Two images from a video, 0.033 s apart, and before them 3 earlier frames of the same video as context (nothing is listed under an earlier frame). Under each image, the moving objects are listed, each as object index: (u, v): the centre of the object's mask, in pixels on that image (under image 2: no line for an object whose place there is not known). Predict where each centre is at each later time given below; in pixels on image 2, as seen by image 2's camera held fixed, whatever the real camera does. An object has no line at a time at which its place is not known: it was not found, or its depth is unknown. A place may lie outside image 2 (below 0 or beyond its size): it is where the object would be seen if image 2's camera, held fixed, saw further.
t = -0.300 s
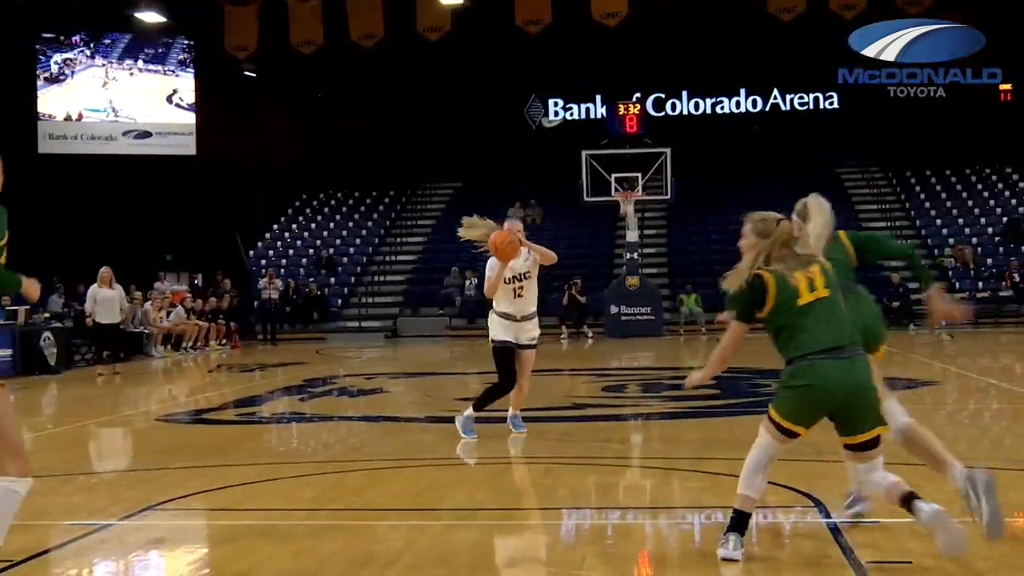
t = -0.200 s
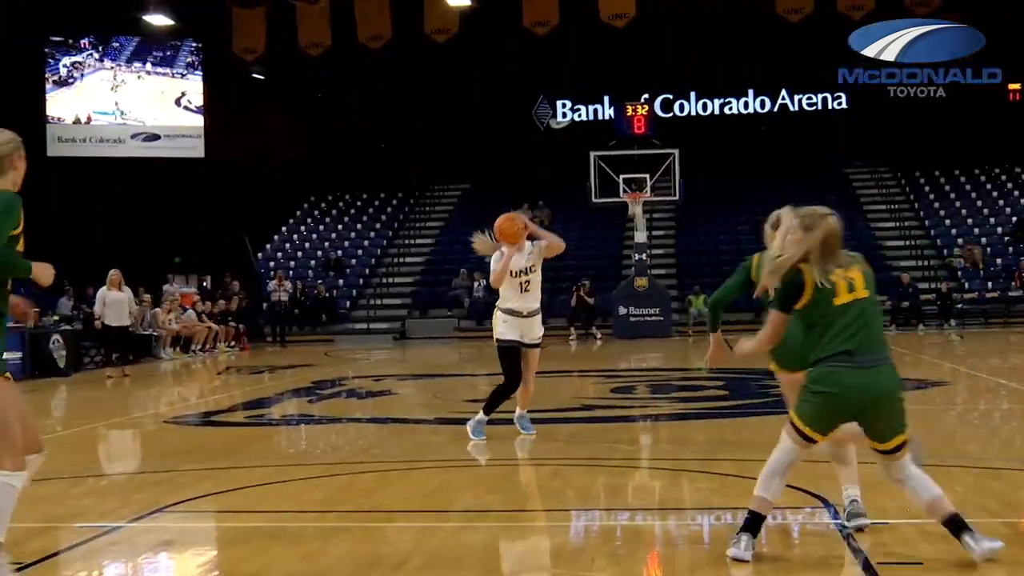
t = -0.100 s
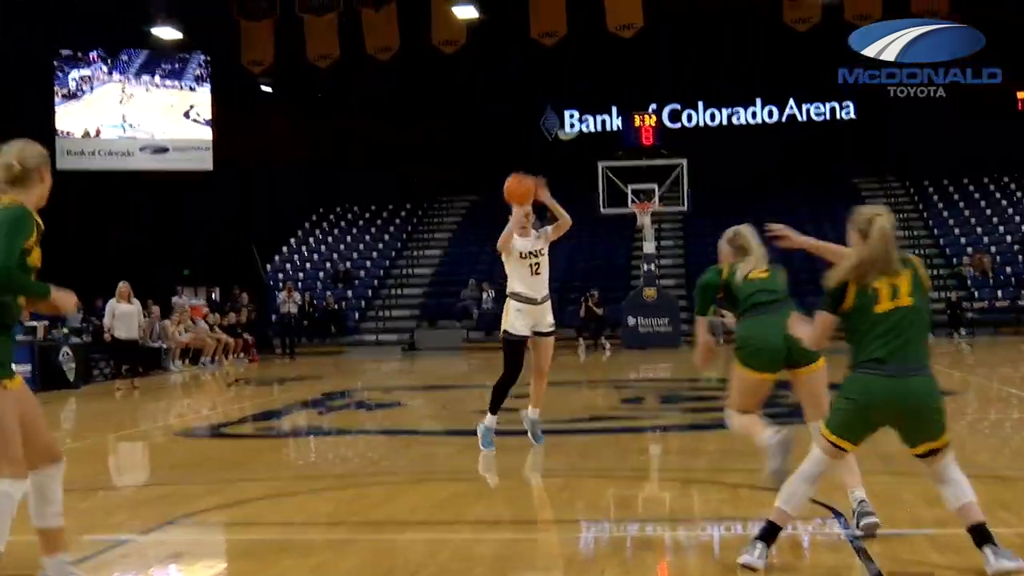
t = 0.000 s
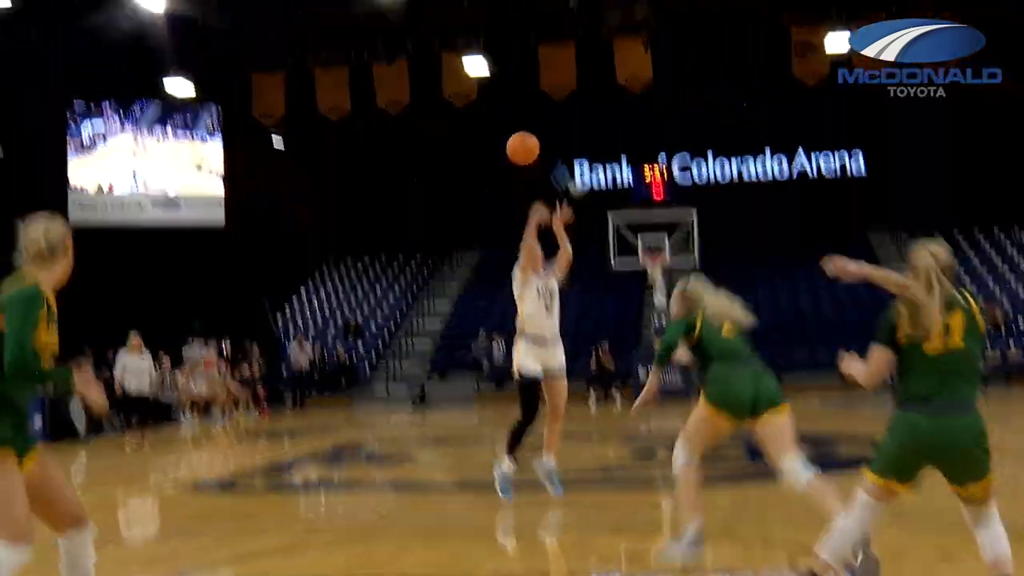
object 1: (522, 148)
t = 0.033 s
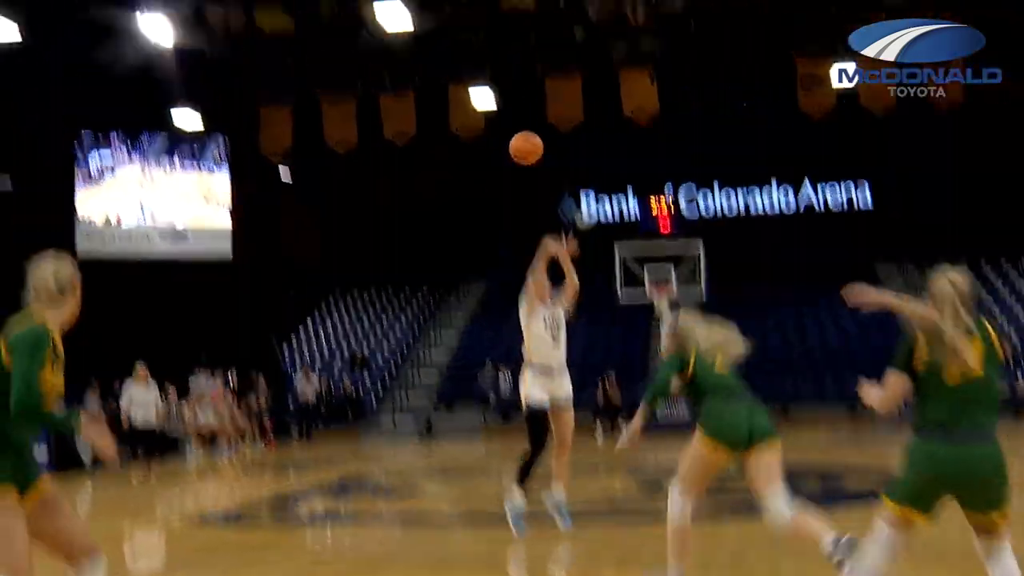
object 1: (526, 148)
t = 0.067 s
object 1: (522, 117)
